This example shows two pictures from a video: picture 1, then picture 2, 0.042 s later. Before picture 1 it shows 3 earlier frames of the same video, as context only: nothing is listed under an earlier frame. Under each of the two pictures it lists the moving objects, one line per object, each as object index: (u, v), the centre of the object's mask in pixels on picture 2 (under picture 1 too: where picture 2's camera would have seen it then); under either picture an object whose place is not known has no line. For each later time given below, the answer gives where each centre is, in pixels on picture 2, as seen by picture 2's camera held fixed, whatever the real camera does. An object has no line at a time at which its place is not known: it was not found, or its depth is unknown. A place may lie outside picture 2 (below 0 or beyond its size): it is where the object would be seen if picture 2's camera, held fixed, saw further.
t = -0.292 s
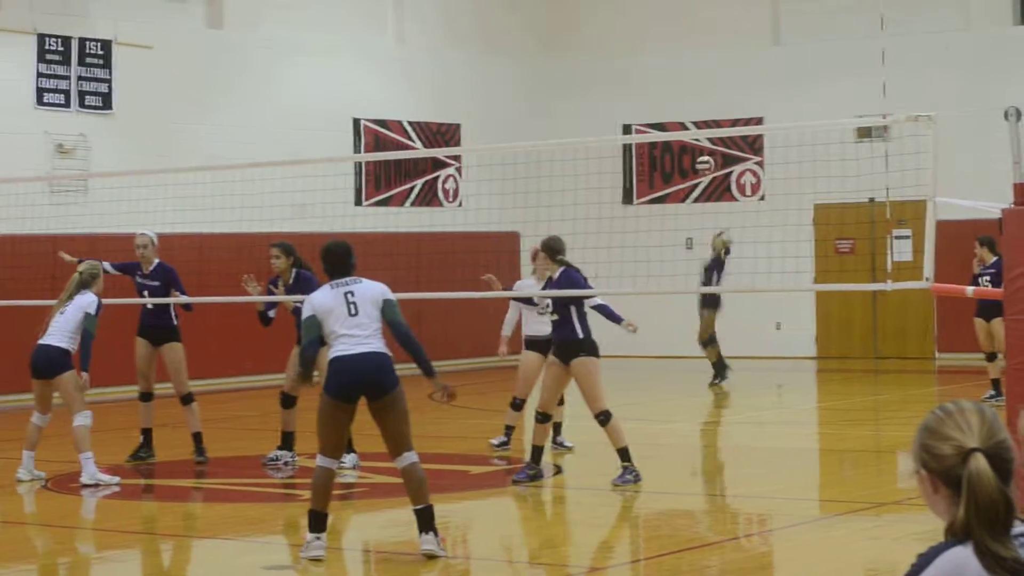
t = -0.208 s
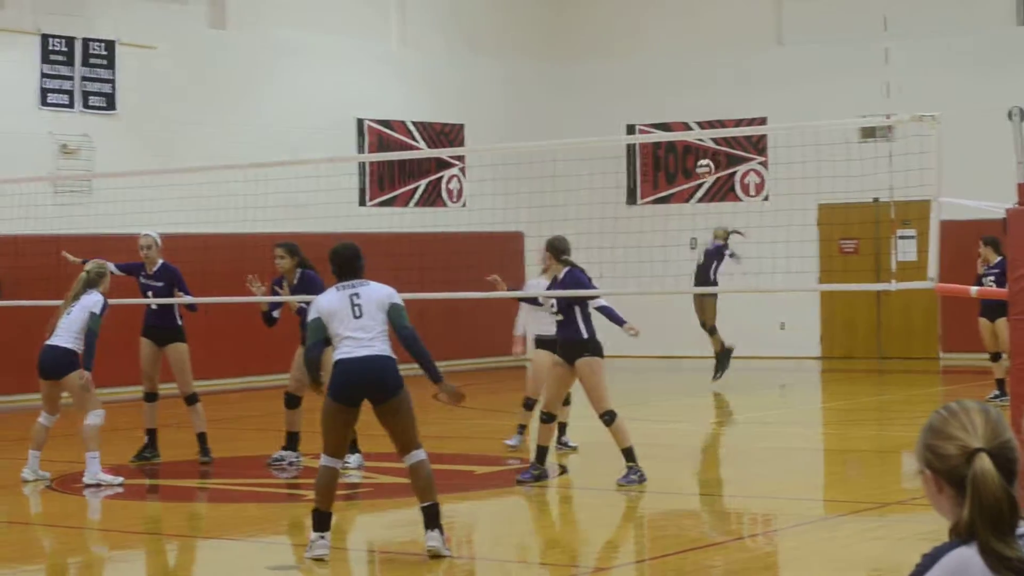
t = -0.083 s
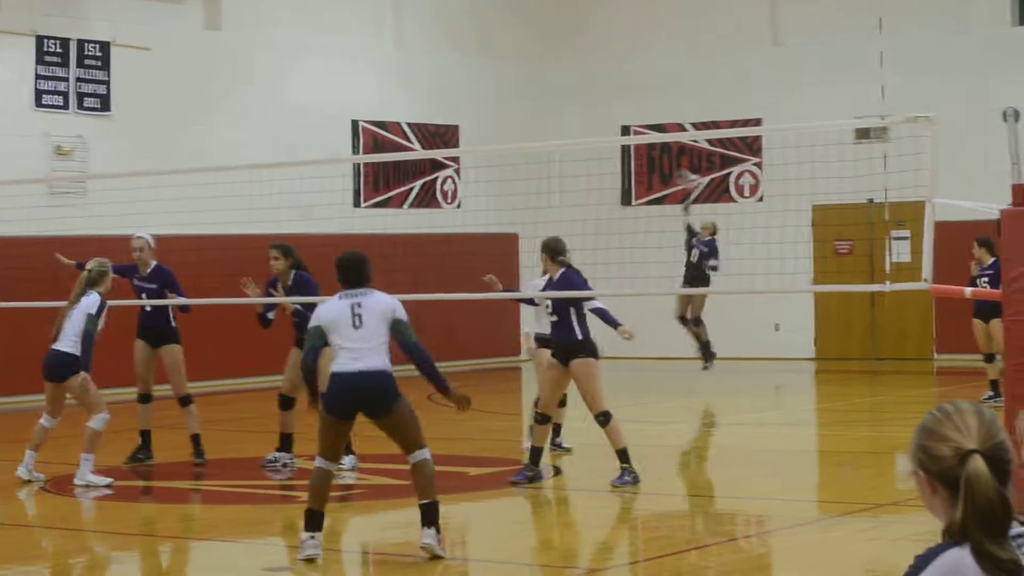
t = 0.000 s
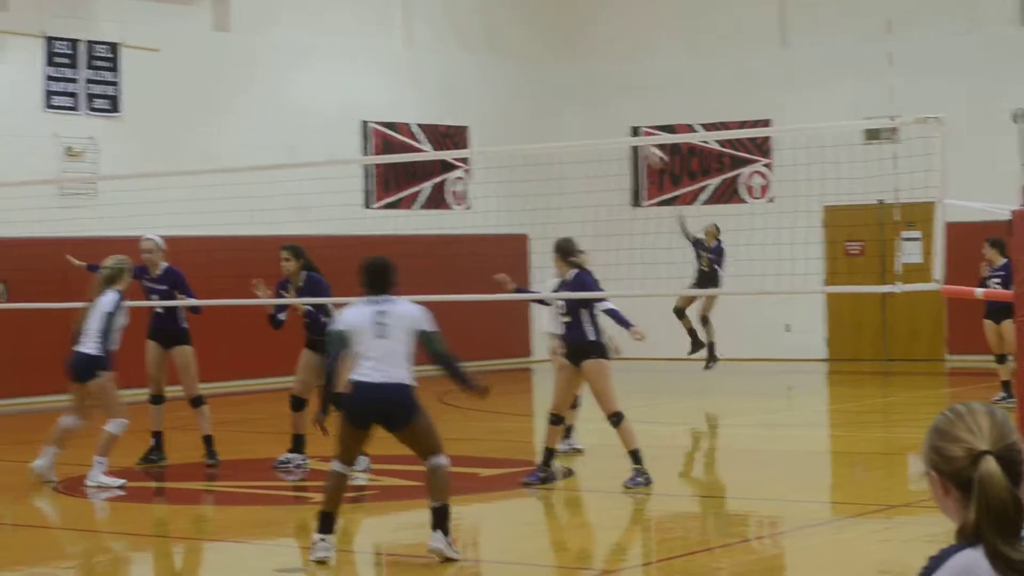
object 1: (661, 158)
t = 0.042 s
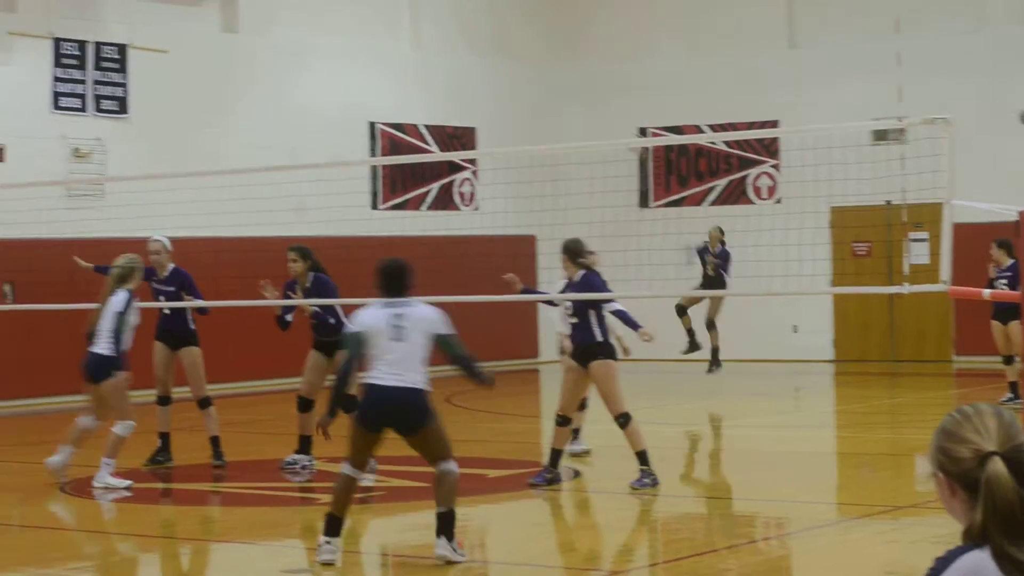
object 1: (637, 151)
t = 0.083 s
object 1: (610, 132)
